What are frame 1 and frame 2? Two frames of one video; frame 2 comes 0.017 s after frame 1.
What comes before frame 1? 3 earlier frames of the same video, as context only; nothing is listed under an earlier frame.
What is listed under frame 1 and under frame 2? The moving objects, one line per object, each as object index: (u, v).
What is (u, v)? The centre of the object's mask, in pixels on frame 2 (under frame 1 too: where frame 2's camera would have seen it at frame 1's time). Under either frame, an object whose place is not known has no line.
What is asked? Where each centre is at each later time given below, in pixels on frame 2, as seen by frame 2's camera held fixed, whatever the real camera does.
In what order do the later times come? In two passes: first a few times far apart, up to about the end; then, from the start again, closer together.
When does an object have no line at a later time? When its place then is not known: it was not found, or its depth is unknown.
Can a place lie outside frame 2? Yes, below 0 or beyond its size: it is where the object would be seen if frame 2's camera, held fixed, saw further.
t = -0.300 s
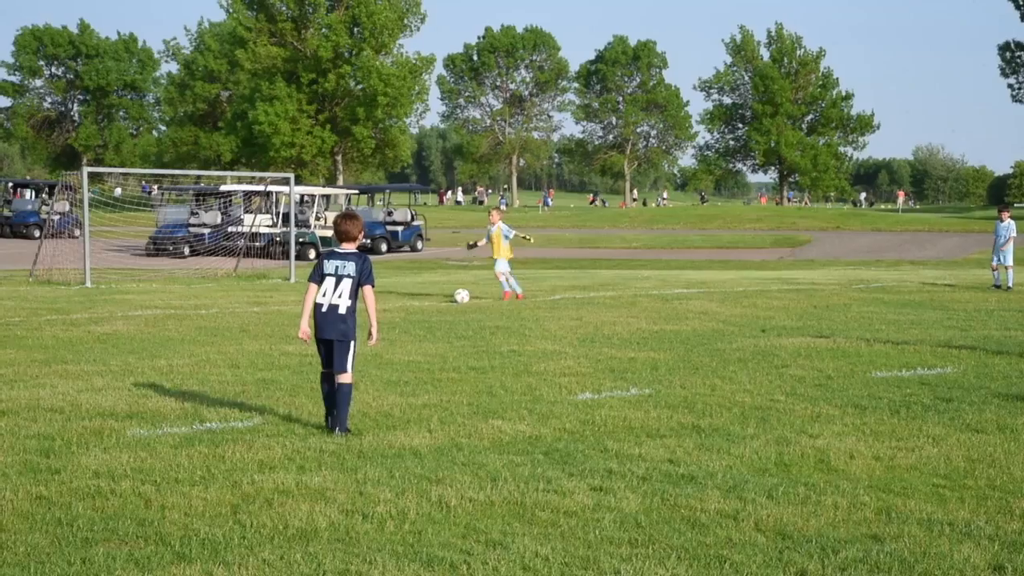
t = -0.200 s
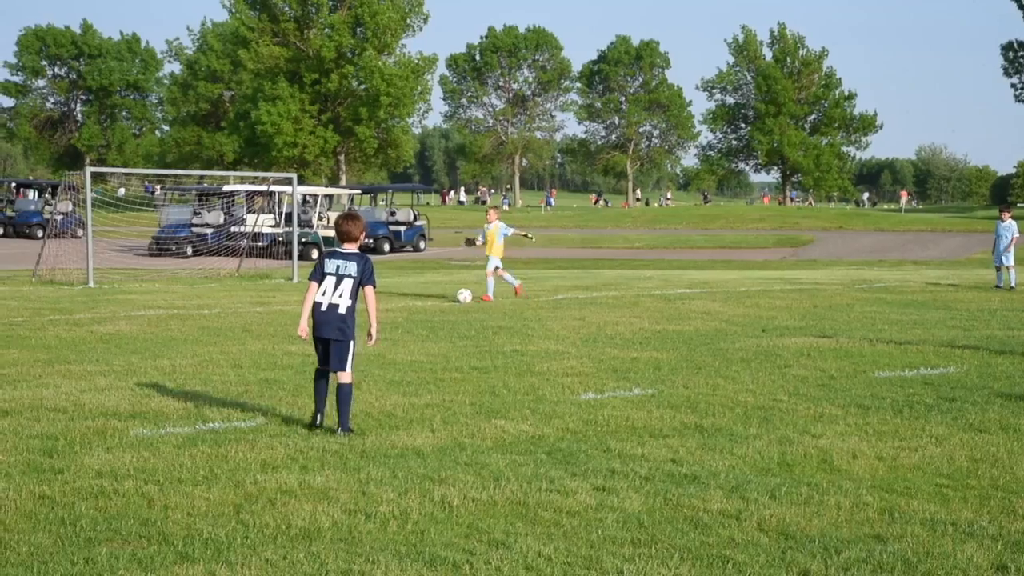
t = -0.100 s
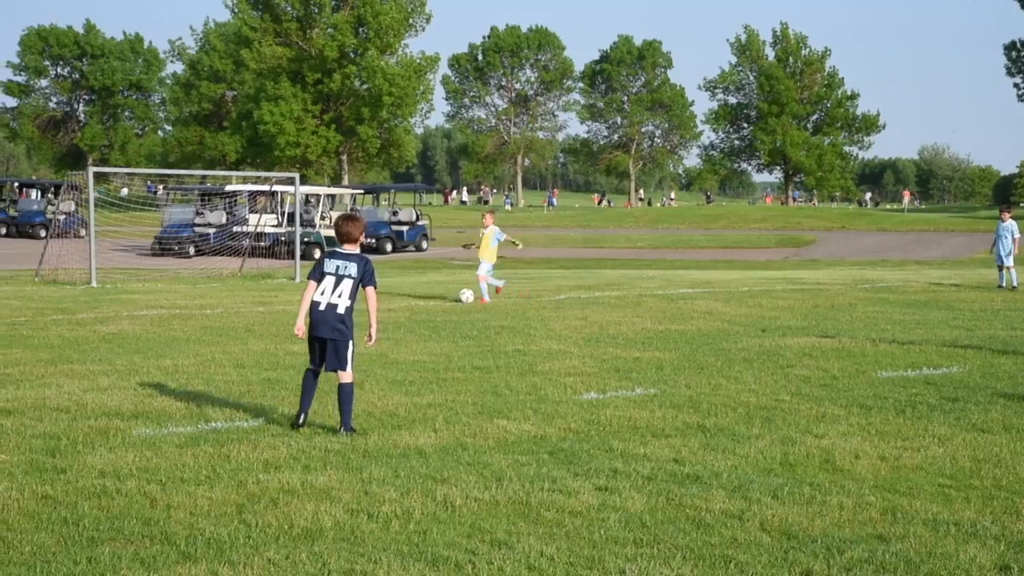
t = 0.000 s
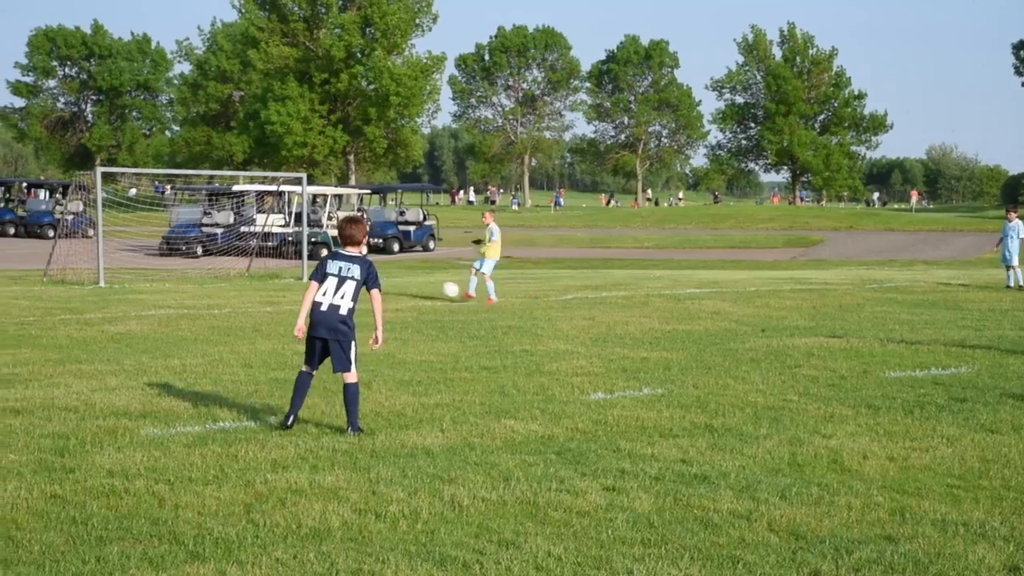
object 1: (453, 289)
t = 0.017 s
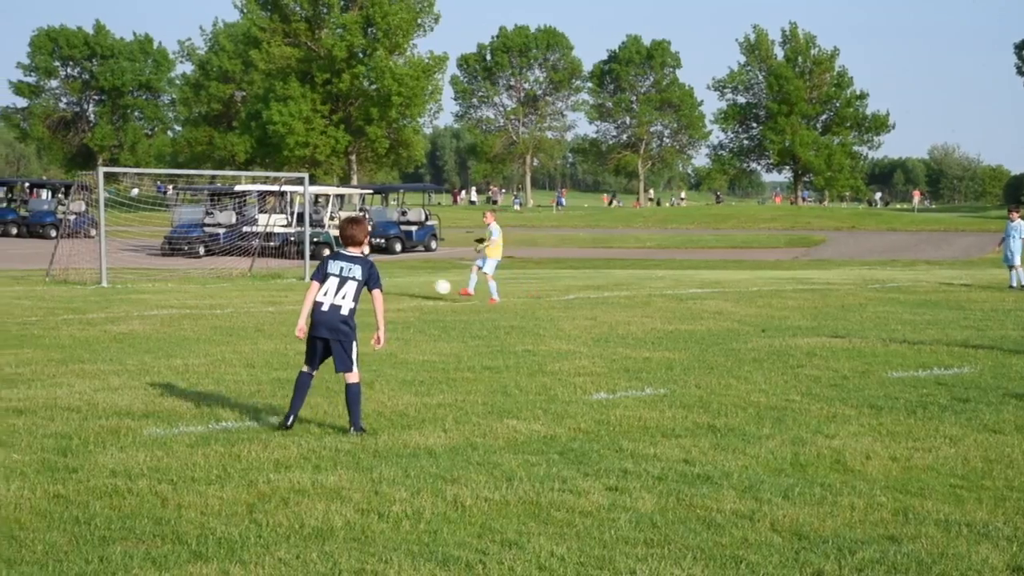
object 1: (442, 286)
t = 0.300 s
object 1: (254, 272)
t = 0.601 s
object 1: (44, 299)
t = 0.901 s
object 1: (-118, 292)
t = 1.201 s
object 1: (-285, 312)
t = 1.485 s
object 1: (-447, 325)
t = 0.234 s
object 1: (297, 266)
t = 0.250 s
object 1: (288, 269)
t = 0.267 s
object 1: (277, 270)
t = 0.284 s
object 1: (266, 270)
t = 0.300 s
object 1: (254, 272)
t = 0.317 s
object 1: (242, 272)
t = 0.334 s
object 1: (230, 274)
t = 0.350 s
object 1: (218, 275)
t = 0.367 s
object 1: (206, 277)
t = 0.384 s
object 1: (194, 279)
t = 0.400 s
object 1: (182, 281)
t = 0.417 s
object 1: (169, 283)
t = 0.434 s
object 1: (156, 286)
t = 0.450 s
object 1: (143, 289)
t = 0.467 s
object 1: (130, 292)
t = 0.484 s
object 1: (117, 296)
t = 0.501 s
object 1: (104, 300)
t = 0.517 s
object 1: (92, 304)
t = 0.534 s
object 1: (78, 308)
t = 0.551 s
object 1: (68, 307)
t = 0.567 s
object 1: (60, 305)
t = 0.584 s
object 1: (52, 301)
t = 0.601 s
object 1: (44, 299)
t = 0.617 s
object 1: (35, 296)
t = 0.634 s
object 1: (27, 294)
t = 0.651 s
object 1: (19, 292)
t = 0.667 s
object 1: (10, 290)
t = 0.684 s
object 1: (1, 289)
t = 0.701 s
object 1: (-7, 287)
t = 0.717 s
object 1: (-16, 286)
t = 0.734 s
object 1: (-25, 285)
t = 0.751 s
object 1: (-35, 285)
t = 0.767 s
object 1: (-44, 285)
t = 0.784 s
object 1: (-53, 285)
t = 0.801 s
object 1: (-62, 285)
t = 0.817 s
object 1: (-71, 285)
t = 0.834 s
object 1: (-81, 286)
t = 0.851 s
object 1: (-90, 287)
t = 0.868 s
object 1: (-100, 288)
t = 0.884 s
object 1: (-108, 290)
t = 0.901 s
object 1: (-118, 292)
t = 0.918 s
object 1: (-128, 293)
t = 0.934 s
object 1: (-138, 296)
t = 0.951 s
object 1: (-148, 299)
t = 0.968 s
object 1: (-158, 302)
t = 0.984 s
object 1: (-167, 305)
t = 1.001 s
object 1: (-178, 309)
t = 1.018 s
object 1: (-188, 313)
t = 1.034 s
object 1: (-198, 317)
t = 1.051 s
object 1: (-207, 319)
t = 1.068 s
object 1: (-216, 317)
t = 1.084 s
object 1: (-224, 316)
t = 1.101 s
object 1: (-233, 315)
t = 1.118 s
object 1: (-242, 314)
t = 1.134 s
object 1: (-251, 313)
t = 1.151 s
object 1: (-259, 313)
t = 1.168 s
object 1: (-268, 312)
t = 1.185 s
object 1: (-276, 312)
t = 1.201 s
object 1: (-285, 312)
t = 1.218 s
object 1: (-294, 313)
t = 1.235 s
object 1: (-304, 314)
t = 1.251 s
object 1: (-313, 315)
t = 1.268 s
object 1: (-322, 317)
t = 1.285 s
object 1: (-331, 318)
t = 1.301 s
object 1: (-340, 320)
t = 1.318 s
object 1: (-350, 322)
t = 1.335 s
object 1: (-359, 324)
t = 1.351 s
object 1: (-369, 325)
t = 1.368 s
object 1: (-378, 324)
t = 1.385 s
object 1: (-388, 323)
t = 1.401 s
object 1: (-397, 323)
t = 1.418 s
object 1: (-407, 323)
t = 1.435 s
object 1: (-417, 323)
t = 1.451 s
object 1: (-427, 324)
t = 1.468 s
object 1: (-437, 324)
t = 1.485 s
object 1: (-447, 325)
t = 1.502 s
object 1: (-457, 326)
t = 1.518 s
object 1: (-468, 327)
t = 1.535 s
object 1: (-478, 328)
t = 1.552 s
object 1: (-488, 328)
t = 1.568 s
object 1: (-498, 327)
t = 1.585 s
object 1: (-508, 327)
